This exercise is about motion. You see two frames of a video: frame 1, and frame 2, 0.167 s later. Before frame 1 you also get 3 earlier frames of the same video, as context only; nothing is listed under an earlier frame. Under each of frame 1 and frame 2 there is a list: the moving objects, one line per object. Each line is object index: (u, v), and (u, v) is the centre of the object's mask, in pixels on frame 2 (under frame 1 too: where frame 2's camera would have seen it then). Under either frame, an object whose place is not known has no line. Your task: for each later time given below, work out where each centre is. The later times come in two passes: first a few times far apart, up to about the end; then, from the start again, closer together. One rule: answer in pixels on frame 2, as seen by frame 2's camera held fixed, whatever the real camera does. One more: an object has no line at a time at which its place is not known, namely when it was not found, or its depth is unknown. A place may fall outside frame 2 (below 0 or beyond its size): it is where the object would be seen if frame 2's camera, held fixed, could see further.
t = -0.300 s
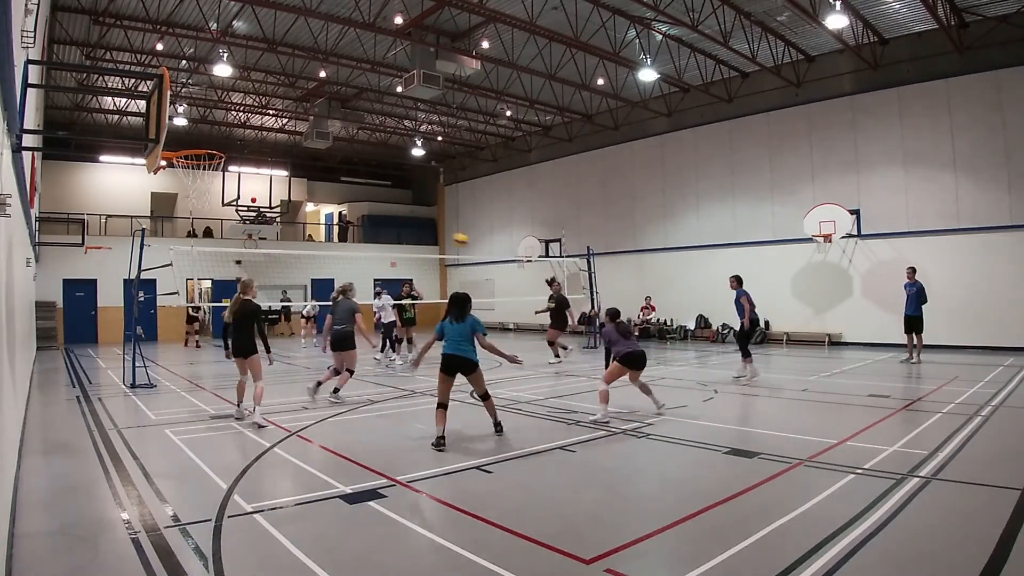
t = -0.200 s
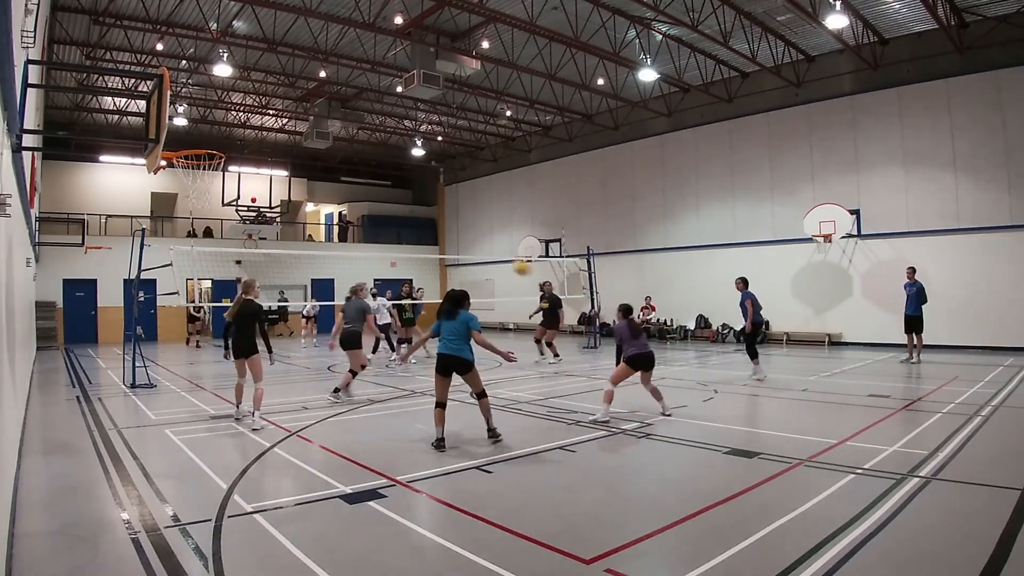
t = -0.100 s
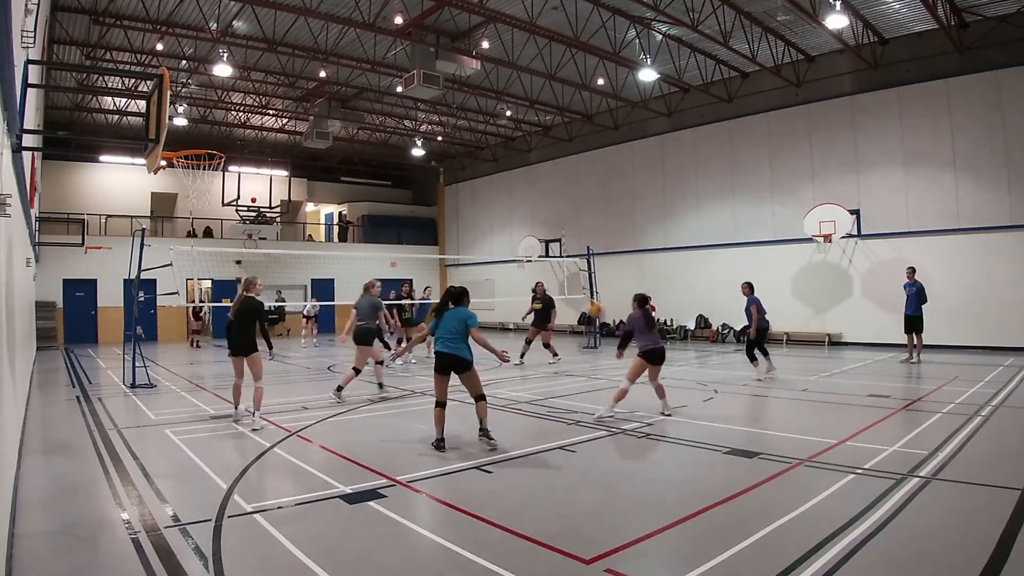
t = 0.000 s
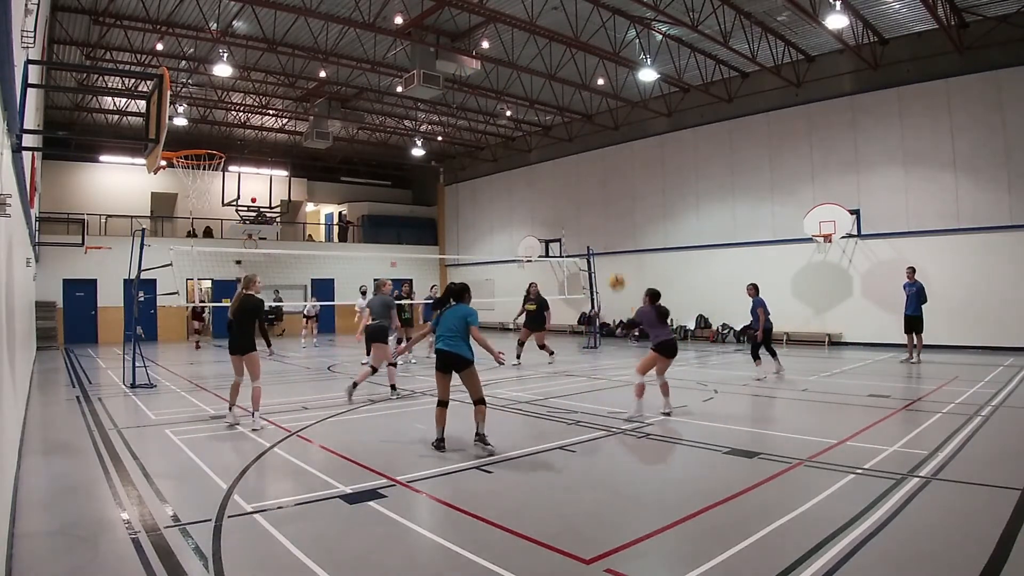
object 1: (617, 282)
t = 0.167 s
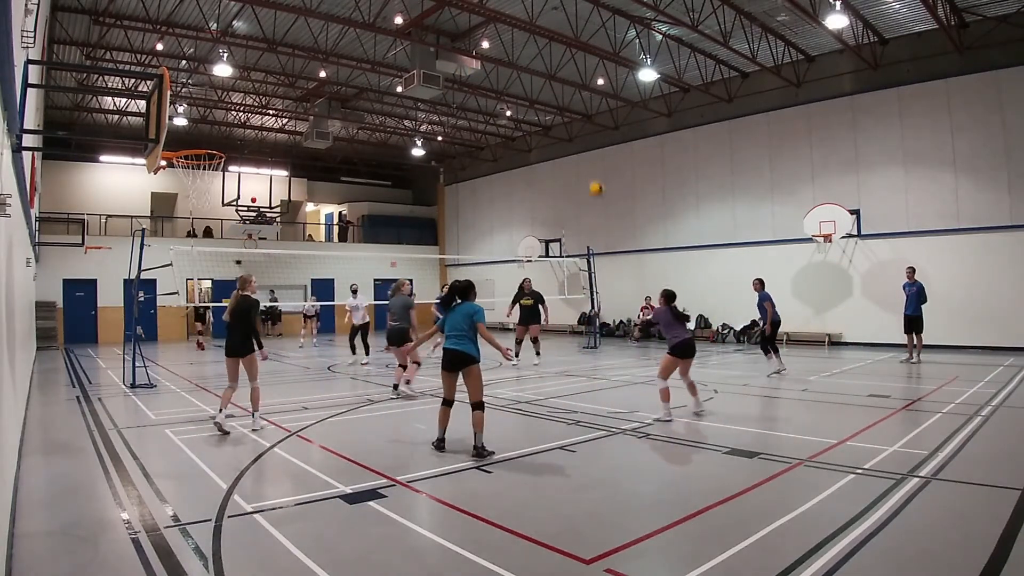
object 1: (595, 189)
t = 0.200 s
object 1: (592, 173)
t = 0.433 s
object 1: (572, 104)
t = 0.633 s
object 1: (560, 80)
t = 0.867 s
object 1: (547, 83)
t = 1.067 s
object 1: (539, 107)
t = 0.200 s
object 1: (592, 173)
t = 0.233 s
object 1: (589, 160)
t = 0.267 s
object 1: (586, 148)
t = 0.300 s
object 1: (583, 138)
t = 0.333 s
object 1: (580, 128)
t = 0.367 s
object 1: (578, 119)
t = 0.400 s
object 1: (575, 112)
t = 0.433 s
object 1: (572, 104)
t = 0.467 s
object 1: (570, 99)
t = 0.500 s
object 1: (568, 93)
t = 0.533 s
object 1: (565, 89)
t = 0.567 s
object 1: (563, 85)
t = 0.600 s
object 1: (562, 83)
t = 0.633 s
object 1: (560, 80)
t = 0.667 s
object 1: (558, 79)
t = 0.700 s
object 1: (556, 79)
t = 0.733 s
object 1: (554, 78)
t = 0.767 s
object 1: (552, 79)
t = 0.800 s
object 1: (551, 79)
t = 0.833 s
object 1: (549, 81)
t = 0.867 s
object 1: (547, 83)
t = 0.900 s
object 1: (547, 86)
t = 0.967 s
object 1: (542, 93)
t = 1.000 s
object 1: (541, 97)
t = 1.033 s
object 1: (540, 102)
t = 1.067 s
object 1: (539, 107)
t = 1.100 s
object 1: (539, 112)
